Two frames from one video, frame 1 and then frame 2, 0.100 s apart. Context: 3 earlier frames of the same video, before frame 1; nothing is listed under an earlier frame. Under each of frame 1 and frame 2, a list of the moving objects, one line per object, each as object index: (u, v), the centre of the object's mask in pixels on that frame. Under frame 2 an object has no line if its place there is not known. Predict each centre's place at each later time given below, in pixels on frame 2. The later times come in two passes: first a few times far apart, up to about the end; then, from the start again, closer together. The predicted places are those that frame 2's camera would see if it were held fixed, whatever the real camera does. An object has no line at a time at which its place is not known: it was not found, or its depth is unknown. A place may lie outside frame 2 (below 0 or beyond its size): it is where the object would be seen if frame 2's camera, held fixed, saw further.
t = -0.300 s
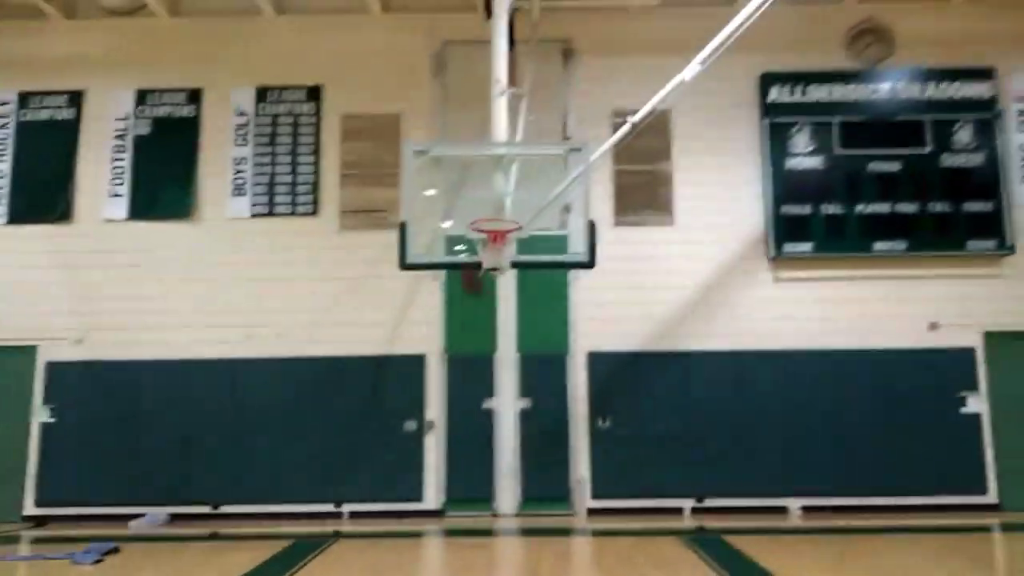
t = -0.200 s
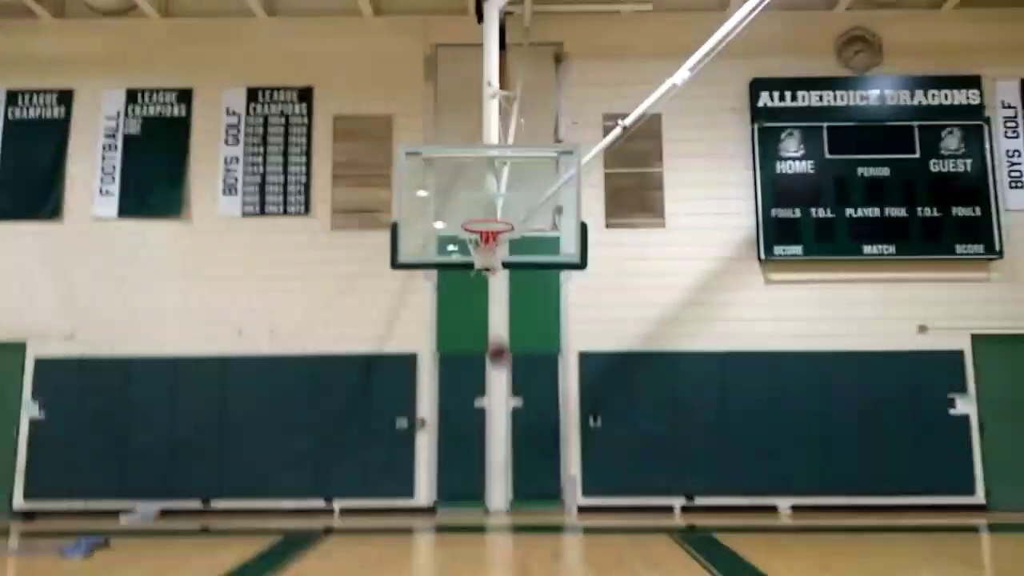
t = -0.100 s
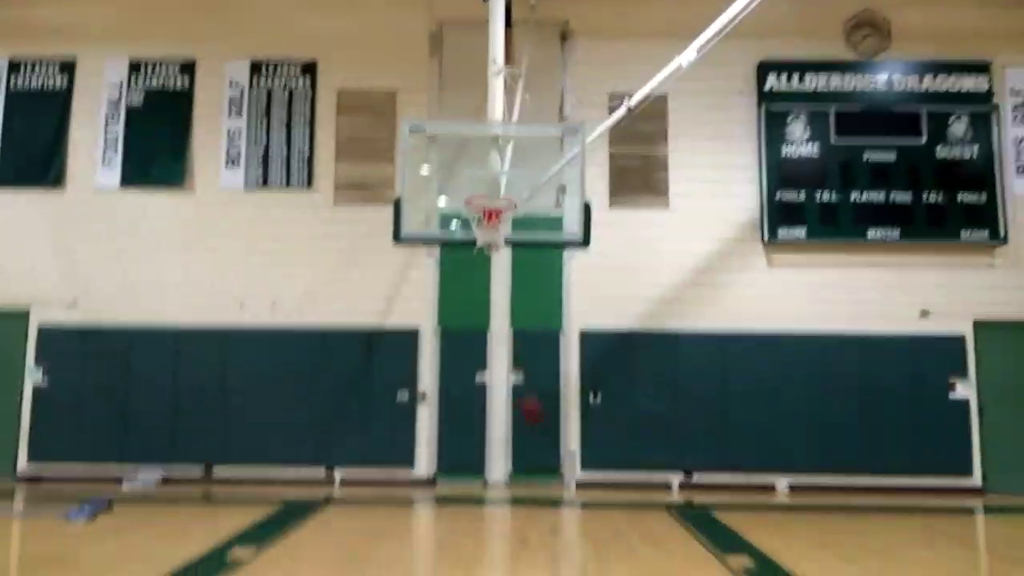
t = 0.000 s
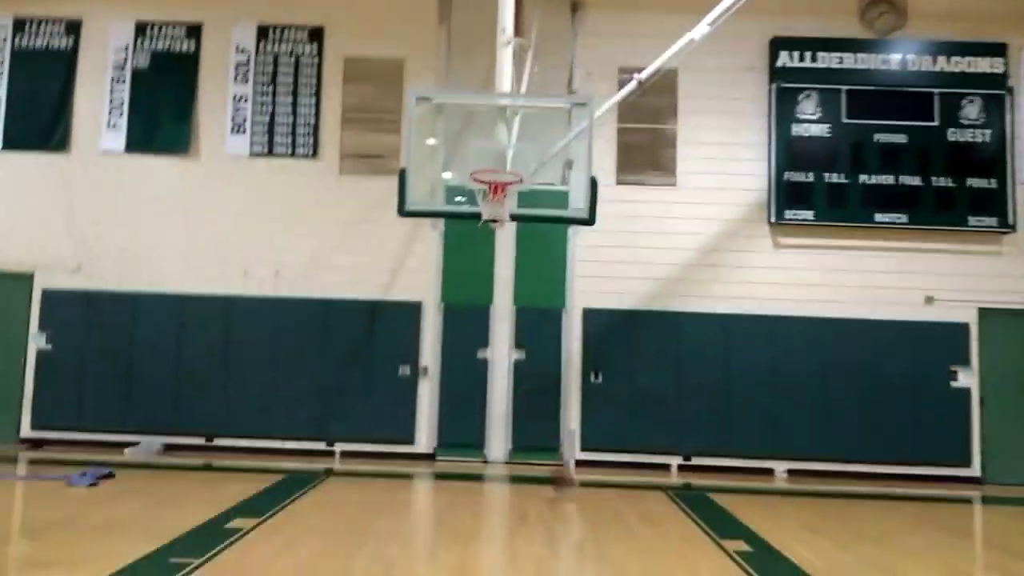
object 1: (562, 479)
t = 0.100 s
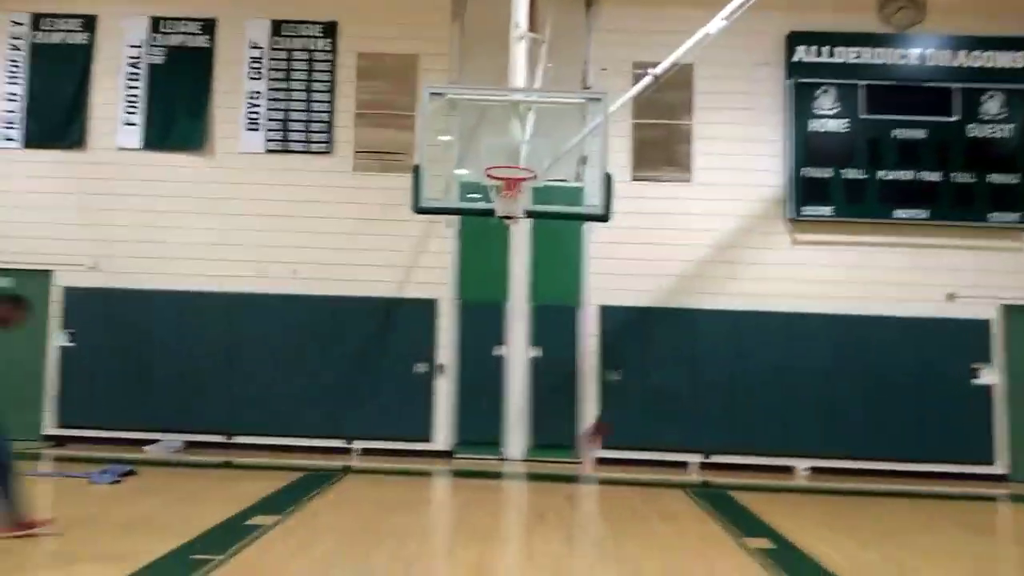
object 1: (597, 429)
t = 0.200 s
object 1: (611, 376)
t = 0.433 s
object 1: (641, 286)
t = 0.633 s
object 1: (666, 252)
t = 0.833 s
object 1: (689, 253)
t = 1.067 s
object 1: (714, 301)
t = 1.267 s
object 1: (734, 383)
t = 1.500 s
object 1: (756, 459)
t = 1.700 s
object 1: (776, 390)
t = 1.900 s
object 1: (791, 354)
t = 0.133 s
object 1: (602, 409)
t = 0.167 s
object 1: (608, 392)
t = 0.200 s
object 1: (611, 376)
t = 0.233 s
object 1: (615, 361)
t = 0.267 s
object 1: (618, 347)
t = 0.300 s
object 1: (623, 331)
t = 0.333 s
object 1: (628, 319)
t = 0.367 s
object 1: (632, 305)
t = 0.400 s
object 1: (636, 296)
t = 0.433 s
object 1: (641, 286)
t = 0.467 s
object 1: (645, 278)
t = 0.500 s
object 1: (649, 271)
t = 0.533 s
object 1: (653, 265)
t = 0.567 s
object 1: (658, 259)
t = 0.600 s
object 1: (662, 255)
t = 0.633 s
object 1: (666, 252)
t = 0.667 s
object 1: (670, 249)
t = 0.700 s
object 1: (674, 248)
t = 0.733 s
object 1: (678, 247)
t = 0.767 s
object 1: (682, 248)
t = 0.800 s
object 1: (686, 250)
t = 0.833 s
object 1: (689, 253)
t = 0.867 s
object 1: (693, 257)
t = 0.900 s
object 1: (696, 261)
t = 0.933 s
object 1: (701, 268)
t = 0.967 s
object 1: (705, 274)
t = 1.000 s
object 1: (708, 282)
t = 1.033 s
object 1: (711, 292)
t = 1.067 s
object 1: (714, 301)
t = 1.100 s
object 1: (718, 313)
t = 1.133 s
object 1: (722, 325)
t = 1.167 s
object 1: (725, 338)
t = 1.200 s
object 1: (729, 352)
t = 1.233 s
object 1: (731, 367)
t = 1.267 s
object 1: (734, 383)
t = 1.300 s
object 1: (737, 401)
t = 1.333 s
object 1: (740, 419)
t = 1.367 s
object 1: (741, 437)
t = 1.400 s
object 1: (743, 454)
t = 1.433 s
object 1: (746, 476)
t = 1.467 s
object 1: (750, 475)
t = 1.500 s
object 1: (756, 459)
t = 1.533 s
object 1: (761, 443)
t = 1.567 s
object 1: (764, 432)
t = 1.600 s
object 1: (766, 419)
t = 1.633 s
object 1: (769, 408)
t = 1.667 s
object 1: (771, 398)
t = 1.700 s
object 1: (776, 390)
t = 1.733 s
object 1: (782, 381)
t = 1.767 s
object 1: (784, 375)
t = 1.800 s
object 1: (782, 369)
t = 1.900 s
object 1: (791, 354)
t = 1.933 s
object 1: (794, 352)
